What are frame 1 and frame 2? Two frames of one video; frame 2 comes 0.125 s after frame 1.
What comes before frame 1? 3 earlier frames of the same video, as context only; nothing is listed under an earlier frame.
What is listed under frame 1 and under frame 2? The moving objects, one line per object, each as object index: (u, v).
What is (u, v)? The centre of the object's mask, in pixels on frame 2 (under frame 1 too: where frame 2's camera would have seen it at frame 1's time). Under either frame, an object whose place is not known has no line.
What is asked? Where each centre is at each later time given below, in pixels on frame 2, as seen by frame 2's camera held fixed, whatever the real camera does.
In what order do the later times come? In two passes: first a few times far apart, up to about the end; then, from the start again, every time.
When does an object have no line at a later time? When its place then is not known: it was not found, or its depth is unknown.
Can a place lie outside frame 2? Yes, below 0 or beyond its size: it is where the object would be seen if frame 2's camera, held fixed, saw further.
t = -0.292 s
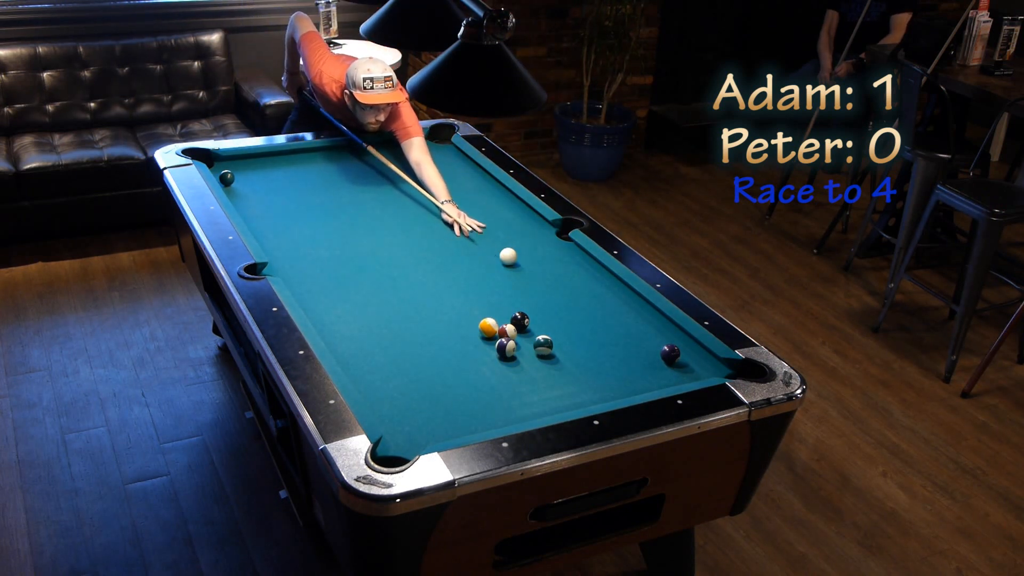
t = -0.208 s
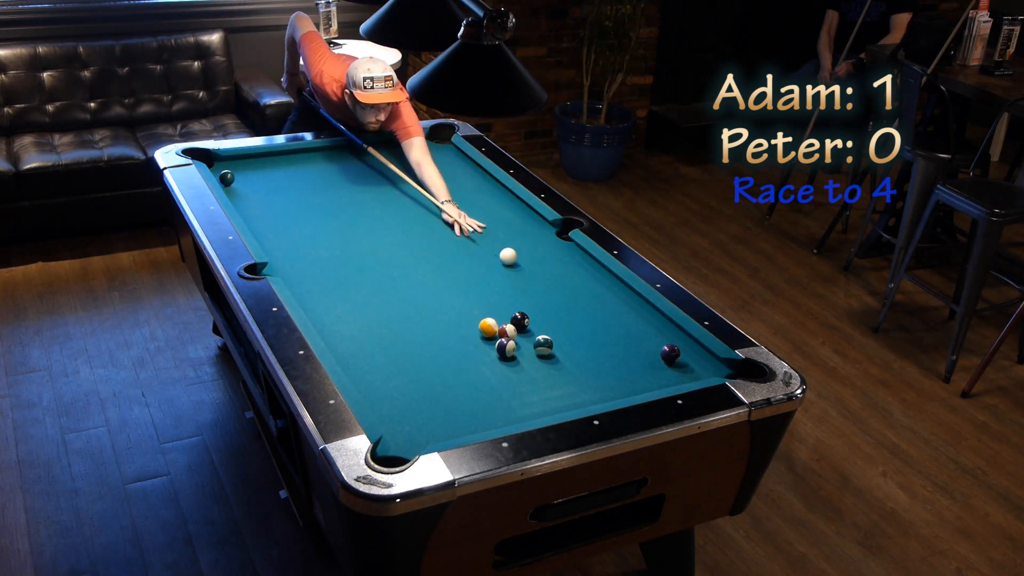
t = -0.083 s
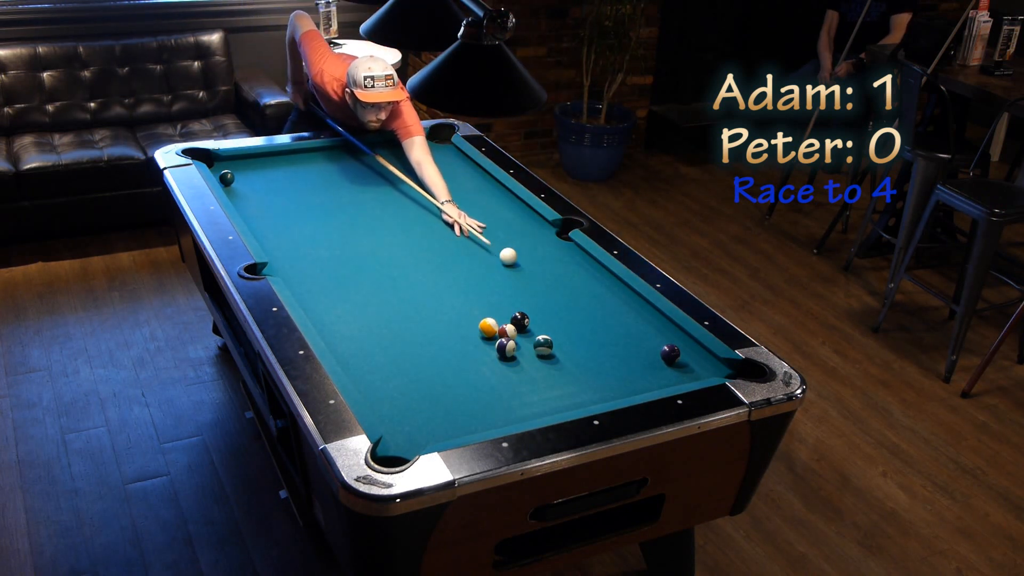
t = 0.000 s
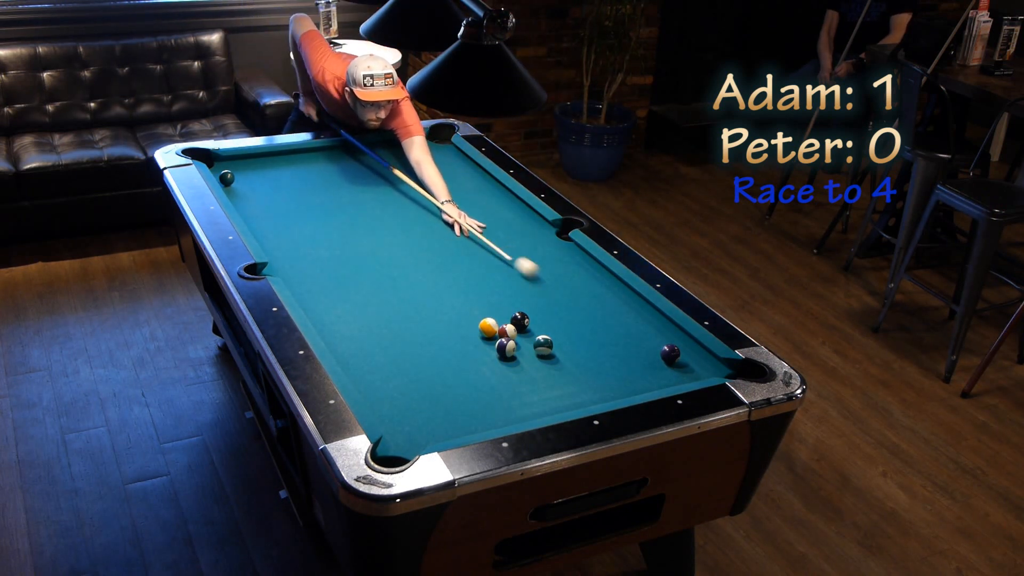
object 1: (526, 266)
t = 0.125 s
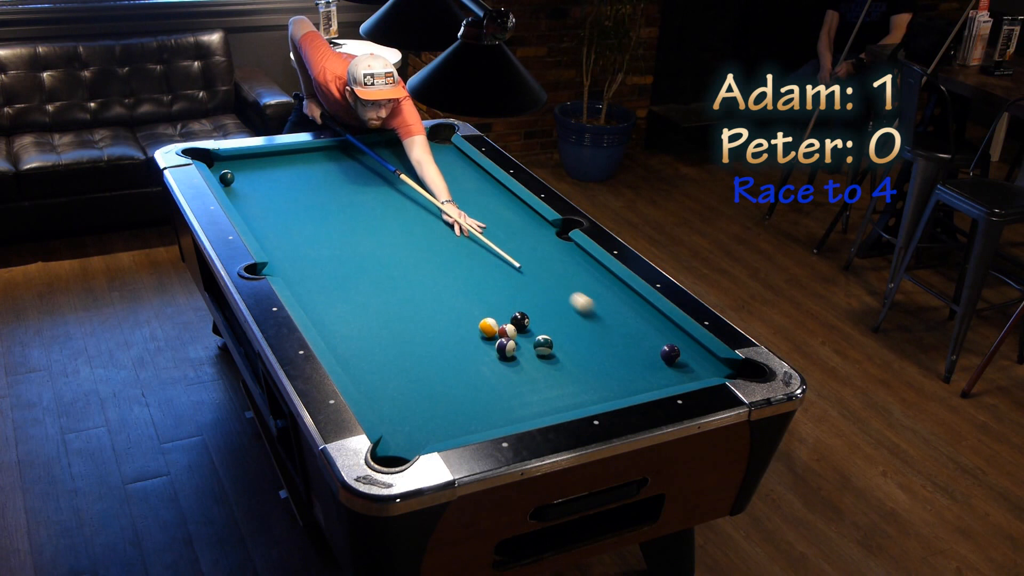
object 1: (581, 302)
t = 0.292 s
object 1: (649, 347)
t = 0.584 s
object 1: (639, 384)
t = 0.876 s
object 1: (577, 372)
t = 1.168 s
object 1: (519, 362)
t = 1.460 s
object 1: (465, 350)
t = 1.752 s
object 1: (415, 340)
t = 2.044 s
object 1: (368, 330)
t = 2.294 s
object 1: (330, 322)
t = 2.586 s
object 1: (321, 311)
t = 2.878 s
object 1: (328, 299)
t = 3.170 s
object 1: (334, 290)
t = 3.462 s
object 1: (339, 281)
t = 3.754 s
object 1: (343, 274)
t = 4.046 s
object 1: (346, 269)
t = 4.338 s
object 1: (349, 264)
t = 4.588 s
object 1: (351, 262)
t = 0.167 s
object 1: (599, 314)
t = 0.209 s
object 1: (617, 325)
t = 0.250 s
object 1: (634, 336)
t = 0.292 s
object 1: (649, 347)
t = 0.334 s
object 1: (648, 354)
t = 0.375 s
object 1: (647, 360)
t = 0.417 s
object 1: (647, 367)
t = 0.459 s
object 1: (649, 375)
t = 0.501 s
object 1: (651, 381)
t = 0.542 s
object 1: (649, 385)
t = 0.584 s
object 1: (639, 384)
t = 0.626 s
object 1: (630, 383)
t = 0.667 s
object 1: (621, 381)
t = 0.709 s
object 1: (612, 379)
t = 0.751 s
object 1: (603, 377)
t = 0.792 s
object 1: (594, 376)
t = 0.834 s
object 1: (586, 374)
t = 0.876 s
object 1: (577, 372)
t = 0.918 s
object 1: (569, 371)
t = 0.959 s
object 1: (561, 369)
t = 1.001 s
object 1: (552, 368)
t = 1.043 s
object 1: (544, 366)
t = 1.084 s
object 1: (535, 365)
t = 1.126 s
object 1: (527, 363)
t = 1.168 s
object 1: (519, 362)
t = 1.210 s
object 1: (511, 360)
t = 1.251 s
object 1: (504, 358)
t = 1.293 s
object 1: (496, 357)
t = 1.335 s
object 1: (488, 355)
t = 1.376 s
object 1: (480, 353)
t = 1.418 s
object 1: (473, 352)
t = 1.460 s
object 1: (465, 350)
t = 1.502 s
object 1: (458, 349)
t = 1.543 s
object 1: (450, 347)
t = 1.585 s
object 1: (443, 346)
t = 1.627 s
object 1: (436, 344)
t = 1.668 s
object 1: (429, 343)
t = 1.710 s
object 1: (422, 341)
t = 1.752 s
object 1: (415, 340)
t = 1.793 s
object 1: (408, 338)
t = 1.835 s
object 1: (401, 337)
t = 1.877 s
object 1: (394, 336)
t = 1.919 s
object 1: (387, 334)
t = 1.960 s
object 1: (381, 333)
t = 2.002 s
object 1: (374, 331)
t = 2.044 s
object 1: (368, 330)
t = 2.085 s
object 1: (361, 329)
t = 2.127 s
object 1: (355, 328)
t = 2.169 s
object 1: (349, 326)
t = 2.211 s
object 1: (343, 325)
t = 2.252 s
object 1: (336, 323)
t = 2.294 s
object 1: (330, 322)
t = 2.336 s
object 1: (324, 321)
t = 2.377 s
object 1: (319, 319)
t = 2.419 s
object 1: (317, 318)
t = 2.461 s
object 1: (318, 316)
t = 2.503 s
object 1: (319, 315)
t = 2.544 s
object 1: (320, 313)
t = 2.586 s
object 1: (321, 311)
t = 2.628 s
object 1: (323, 309)
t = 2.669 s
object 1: (324, 307)
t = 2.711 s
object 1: (325, 306)
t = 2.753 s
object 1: (326, 304)
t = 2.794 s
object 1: (327, 303)
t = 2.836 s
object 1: (328, 301)
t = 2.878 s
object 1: (328, 299)
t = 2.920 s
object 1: (329, 298)
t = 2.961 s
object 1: (330, 296)
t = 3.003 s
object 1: (331, 295)
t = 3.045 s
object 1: (332, 294)
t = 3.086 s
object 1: (333, 292)
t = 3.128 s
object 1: (334, 291)
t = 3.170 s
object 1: (334, 290)
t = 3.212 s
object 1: (335, 288)
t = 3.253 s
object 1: (336, 287)
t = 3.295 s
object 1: (336, 286)
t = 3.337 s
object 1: (337, 285)
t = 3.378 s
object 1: (338, 283)
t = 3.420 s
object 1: (338, 282)
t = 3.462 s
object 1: (339, 281)
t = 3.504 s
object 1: (340, 280)
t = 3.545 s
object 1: (340, 279)
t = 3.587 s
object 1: (341, 278)
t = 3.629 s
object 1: (341, 277)
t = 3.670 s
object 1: (342, 276)
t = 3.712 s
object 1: (343, 275)
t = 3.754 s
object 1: (343, 274)
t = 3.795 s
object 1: (344, 273)
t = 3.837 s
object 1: (344, 272)
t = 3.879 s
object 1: (344, 272)
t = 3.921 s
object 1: (345, 271)
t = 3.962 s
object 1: (346, 270)
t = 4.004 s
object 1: (346, 269)
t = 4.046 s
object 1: (346, 269)
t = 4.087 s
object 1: (347, 268)
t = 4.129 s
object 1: (347, 267)
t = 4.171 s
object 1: (348, 266)
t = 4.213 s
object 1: (348, 266)
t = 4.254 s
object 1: (349, 265)
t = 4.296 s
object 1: (349, 265)
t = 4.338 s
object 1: (349, 264)
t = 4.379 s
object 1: (350, 264)
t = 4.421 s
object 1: (350, 263)
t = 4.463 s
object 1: (351, 263)
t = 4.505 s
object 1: (351, 262)
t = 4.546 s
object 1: (351, 262)
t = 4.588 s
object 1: (351, 262)
